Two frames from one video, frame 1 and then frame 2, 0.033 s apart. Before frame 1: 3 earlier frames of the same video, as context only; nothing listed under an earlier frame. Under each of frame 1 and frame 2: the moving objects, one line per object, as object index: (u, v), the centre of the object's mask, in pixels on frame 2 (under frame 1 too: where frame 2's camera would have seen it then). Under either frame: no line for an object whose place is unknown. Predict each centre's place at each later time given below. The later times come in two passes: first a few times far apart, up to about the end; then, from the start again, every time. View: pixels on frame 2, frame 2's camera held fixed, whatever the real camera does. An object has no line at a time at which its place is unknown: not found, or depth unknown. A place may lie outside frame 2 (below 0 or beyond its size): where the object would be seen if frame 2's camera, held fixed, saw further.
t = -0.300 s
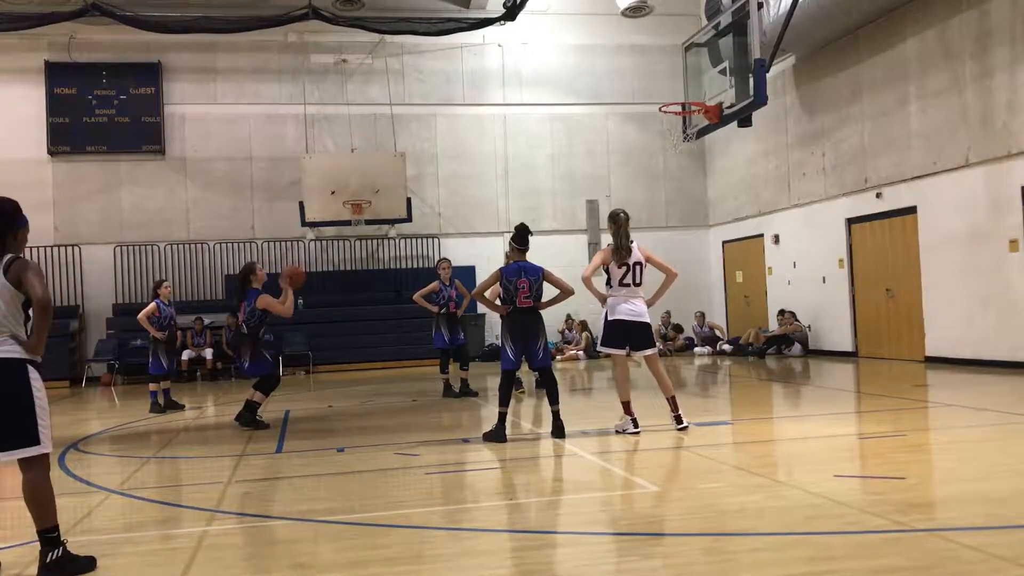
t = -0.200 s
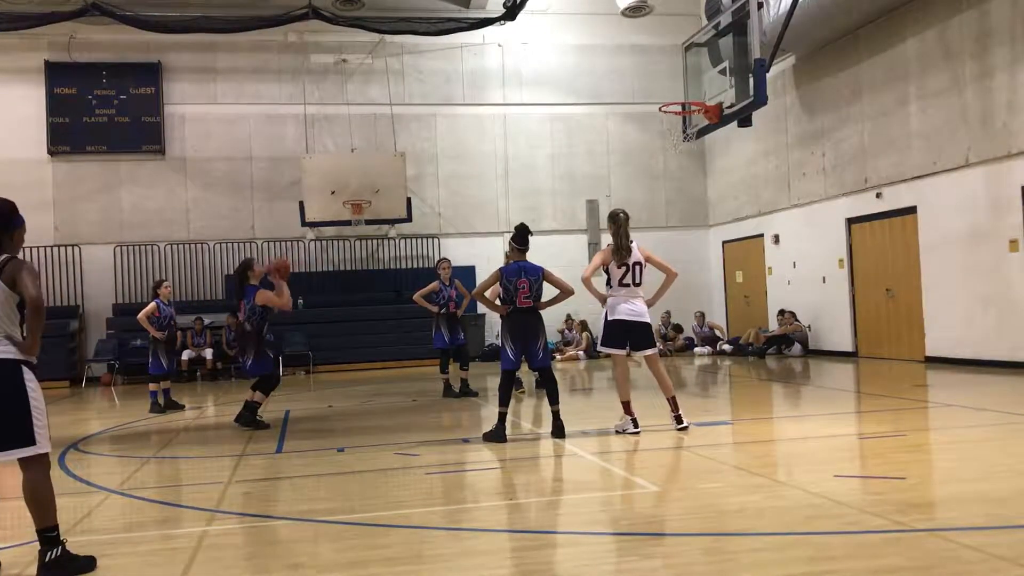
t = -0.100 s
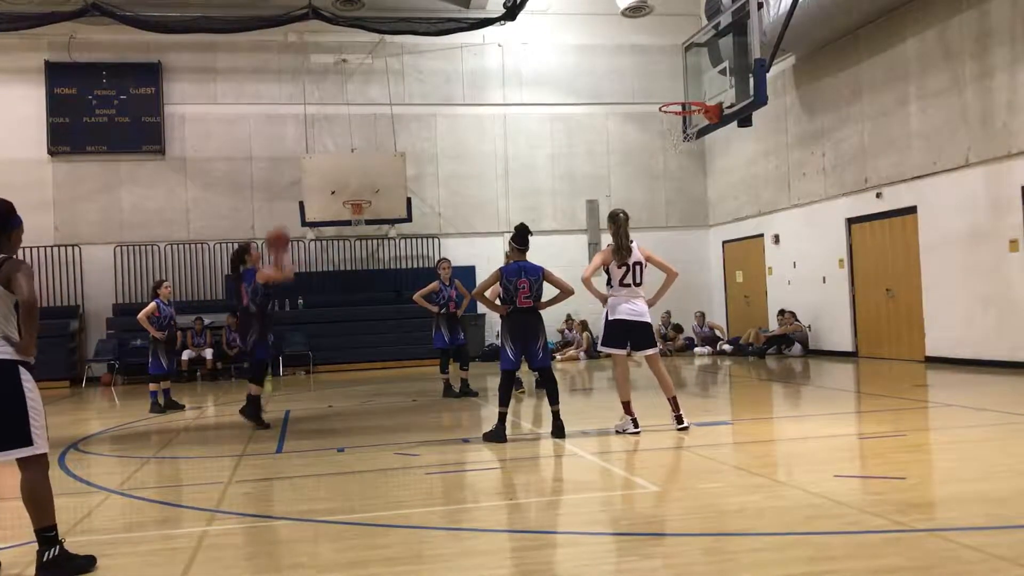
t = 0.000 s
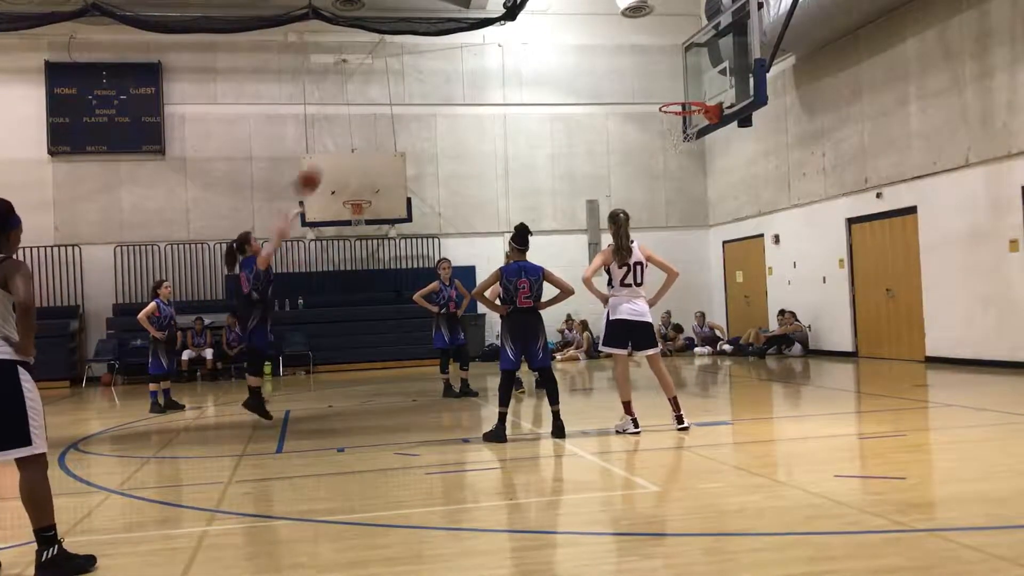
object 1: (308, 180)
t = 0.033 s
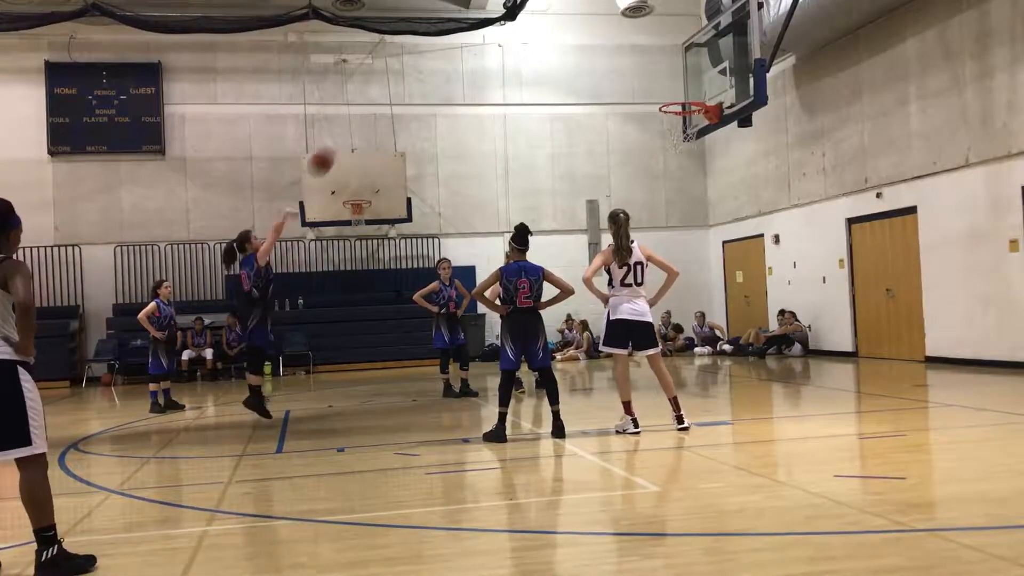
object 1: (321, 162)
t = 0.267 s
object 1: (414, 58)
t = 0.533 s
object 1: (515, 10)
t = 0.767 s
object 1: (604, 24)
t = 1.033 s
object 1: (700, 94)
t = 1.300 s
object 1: (648, 27)
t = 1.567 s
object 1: (600, 22)
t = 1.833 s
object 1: (556, 82)
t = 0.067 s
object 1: (335, 143)
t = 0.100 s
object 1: (348, 126)
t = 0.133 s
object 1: (361, 110)
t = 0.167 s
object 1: (375, 95)
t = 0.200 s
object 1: (388, 81)
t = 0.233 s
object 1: (401, 70)
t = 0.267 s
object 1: (414, 58)
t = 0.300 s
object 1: (427, 49)
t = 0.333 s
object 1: (440, 40)
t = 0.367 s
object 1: (453, 32)
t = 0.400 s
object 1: (467, 26)
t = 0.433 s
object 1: (479, 19)
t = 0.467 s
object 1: (490, 15)
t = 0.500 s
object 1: (503, 11)
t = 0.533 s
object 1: (515, 10)
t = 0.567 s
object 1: (529, 9)
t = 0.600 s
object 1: (542, 9)
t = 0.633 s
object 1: (554, 10)
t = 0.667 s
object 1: (567, 11)
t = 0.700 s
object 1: (579, 15)
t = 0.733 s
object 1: (591, 19)
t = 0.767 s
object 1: (604, 24)
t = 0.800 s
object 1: (616, 30)
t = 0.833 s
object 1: (629, 38)
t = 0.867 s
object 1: (641, 46)
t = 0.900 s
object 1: (653, 54)
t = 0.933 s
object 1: (665, 64)
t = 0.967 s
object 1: (677, 75)
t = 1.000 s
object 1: (691, 88)
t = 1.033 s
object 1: (700, 94)
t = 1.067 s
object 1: (693, 86)
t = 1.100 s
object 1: (687, 74)
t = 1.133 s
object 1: (680, 63)
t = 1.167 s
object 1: (673, 54)
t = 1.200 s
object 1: (667, 45)
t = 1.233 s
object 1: (660, 38)
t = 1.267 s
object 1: (654, 32)
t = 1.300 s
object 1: (648, 27)
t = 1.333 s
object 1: (642, 23)
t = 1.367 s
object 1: (636, 20)
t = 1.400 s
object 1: (629, 18)
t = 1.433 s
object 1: (623, 17)
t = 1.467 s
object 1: (618, 16)
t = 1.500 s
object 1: (612, 17)
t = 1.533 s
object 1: (606, 19)
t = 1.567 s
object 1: (600, 22)
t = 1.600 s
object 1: (594, 26)
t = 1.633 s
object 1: (589, 31)
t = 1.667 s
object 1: (583, 37)
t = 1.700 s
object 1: (578, 44)
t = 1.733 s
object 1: (572, 52)
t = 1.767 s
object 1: (567, 61)
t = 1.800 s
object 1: (562, 71)
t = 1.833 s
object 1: (556, 82)
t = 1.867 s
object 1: (551, 94)
